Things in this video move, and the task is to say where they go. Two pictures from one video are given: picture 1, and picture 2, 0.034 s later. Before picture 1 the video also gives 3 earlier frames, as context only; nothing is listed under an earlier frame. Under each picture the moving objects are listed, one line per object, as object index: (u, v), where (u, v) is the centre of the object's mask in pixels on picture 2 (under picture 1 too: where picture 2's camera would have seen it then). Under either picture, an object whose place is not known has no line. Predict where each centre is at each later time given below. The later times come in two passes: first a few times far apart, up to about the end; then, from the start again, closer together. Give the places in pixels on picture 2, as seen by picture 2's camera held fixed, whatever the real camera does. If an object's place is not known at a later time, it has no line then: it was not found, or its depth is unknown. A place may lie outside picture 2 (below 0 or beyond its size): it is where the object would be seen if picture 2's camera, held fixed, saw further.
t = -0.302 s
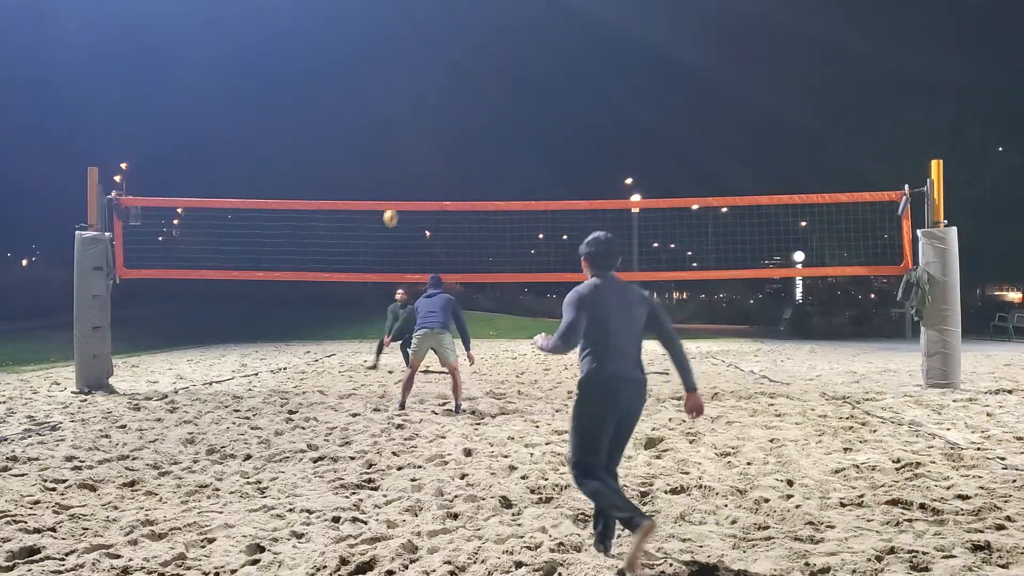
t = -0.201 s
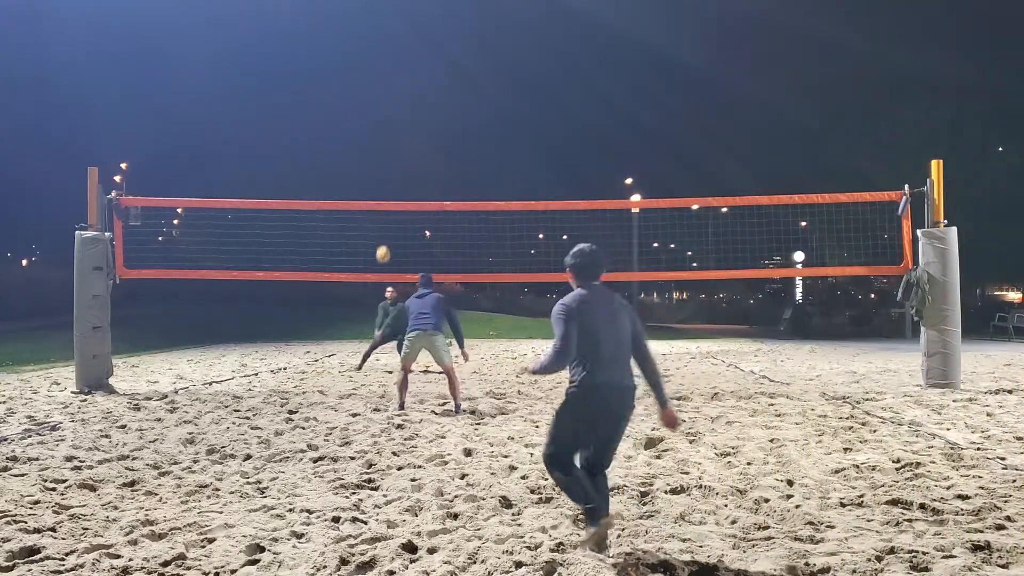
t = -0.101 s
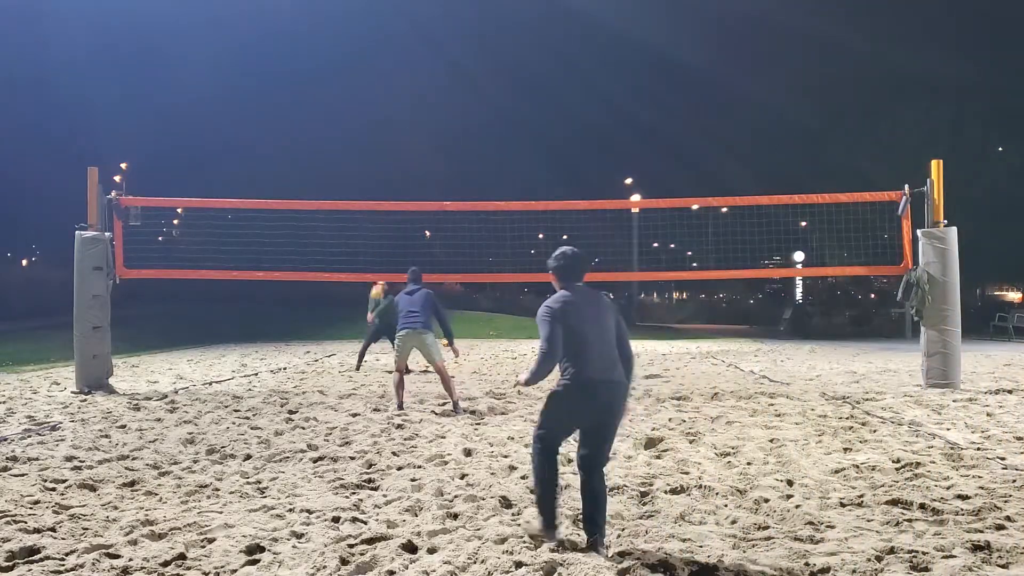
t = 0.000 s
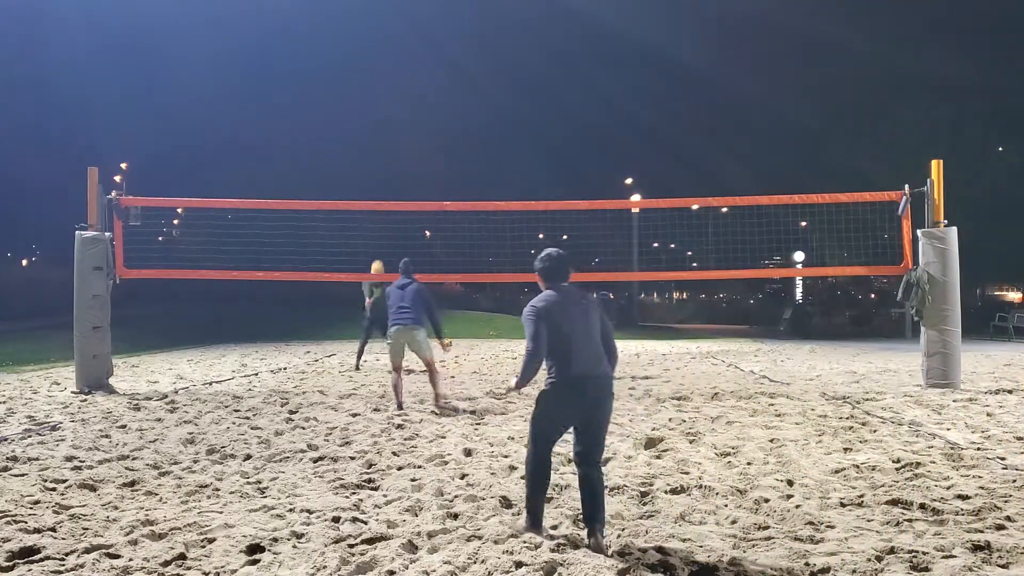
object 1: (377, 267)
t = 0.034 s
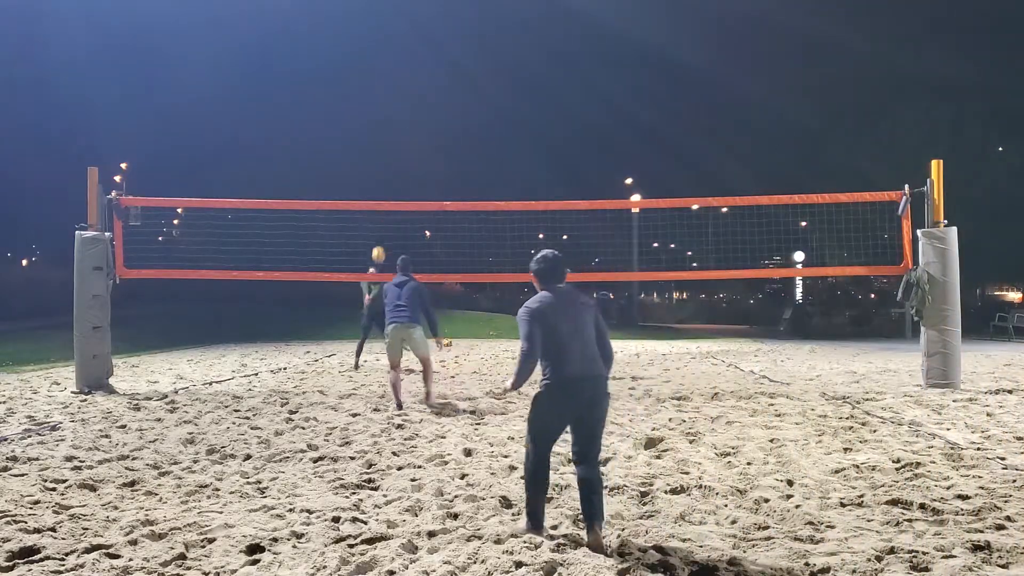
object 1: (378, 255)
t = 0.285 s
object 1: (385, 170)
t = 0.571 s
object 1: (394, 117)
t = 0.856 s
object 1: (403, 113)
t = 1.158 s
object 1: (414, 167)
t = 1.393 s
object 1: (421, 248)
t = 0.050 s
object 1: (379, 248)
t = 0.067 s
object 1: (379, 242)
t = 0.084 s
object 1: (379, 235)
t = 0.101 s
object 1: (380, 229)
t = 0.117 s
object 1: (380, 222)
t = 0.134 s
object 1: (381, 217)
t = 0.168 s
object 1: (381, 199)
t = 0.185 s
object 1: (382, 197)
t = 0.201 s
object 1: (382, 193)
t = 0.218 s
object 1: (383, 189)
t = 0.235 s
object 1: (384, 184)
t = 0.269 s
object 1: (385, 174)
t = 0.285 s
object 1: (385, 170)
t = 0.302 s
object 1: (385, 165)
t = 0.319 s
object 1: (386, 161)
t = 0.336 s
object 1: (386, 157)
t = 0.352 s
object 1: (387, 153)
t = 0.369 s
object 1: (387, 149)
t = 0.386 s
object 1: (388, 145)
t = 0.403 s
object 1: (389, 142)
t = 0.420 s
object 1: (389, 138)
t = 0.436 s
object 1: (390, 135)
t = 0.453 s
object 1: (390, 133)
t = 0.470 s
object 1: (391, 130)
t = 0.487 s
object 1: (391, 127)
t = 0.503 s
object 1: (392, 125)
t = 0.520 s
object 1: (392, 122)
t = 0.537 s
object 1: (393, 120)
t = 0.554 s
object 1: (393, 119)
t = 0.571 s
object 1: (394, 117)
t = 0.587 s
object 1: (394, 115)
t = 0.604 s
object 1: (395, 114)
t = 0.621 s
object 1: (396, 112)
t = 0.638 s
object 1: (396, 112)
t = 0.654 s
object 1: (396, 111)
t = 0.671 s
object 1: (397, 110)
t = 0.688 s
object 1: (397, 109)
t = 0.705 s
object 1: (398, 109)
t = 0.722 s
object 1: (399, 108)
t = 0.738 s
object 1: (399, 108)
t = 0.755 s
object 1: (400, 108)
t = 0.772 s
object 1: (400, 109)
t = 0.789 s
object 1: (401, 109)
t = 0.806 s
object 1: (402, 111)
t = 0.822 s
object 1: (402, 111)
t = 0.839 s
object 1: (403, 112)
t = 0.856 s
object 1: (403, 113)
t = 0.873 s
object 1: (404, 115)
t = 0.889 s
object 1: (404, 116)
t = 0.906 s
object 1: (405, 118)
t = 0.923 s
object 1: (406, 120)
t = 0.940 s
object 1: (406, 122)
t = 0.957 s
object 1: (407, 125)
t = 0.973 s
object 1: (407, 127)
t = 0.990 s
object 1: (408, 130)
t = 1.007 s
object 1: (408, 133)
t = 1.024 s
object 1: (409, 136)
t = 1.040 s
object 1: (410, 139)
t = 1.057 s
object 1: (410, 142)
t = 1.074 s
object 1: (411, 146)
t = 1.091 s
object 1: (412, 149)
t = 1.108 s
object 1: (412, 154)
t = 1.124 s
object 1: (413, 158)
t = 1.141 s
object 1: (413, 162)
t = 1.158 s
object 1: (414, 167)
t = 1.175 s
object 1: (414, 171)
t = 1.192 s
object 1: (415, 176)
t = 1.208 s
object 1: (415, 182)
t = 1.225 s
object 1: (416, 187)
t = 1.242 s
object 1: (417, 192)
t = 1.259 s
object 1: (417, 196)
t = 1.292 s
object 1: (418, 214)
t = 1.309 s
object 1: (419, 217)
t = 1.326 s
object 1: (419, 222)
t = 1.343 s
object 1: (420, 228)
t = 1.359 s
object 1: (420, 235)
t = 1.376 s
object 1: (421, 241)
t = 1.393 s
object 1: (421, 248)
